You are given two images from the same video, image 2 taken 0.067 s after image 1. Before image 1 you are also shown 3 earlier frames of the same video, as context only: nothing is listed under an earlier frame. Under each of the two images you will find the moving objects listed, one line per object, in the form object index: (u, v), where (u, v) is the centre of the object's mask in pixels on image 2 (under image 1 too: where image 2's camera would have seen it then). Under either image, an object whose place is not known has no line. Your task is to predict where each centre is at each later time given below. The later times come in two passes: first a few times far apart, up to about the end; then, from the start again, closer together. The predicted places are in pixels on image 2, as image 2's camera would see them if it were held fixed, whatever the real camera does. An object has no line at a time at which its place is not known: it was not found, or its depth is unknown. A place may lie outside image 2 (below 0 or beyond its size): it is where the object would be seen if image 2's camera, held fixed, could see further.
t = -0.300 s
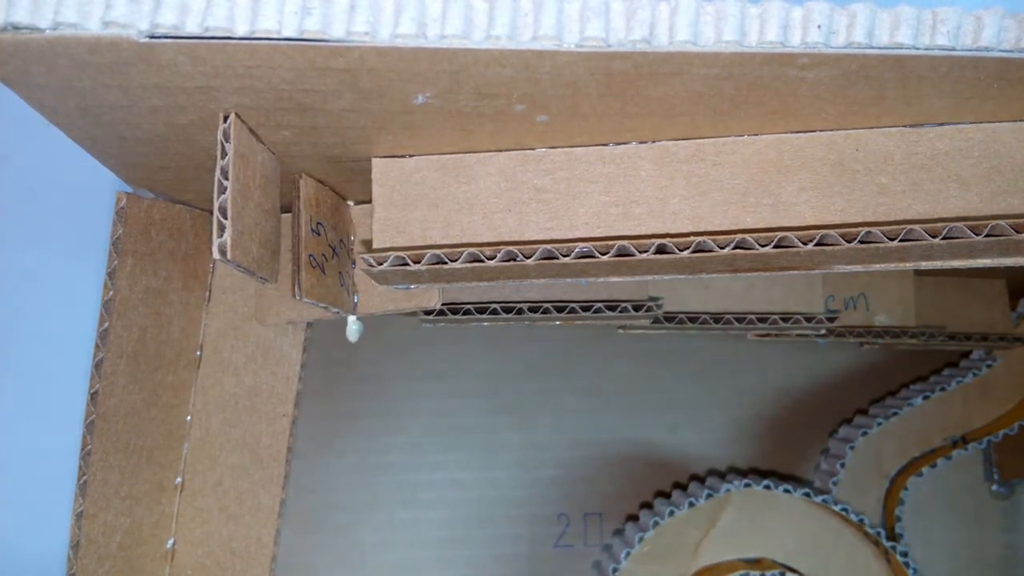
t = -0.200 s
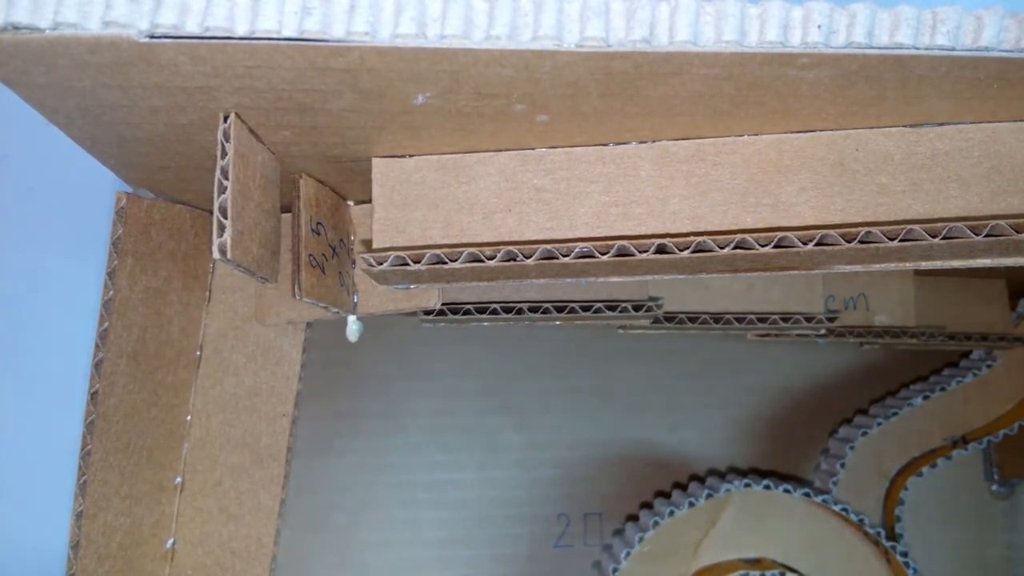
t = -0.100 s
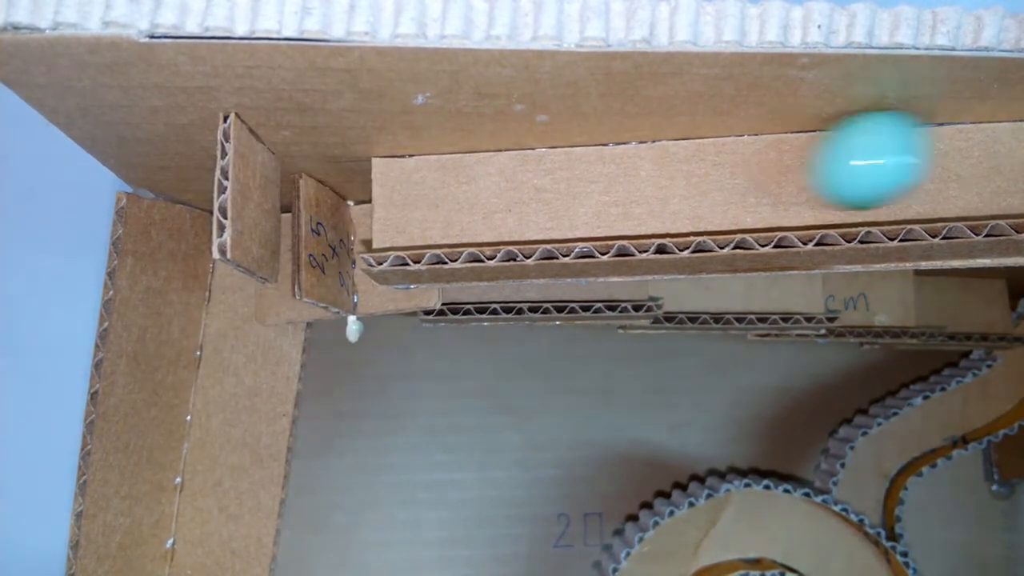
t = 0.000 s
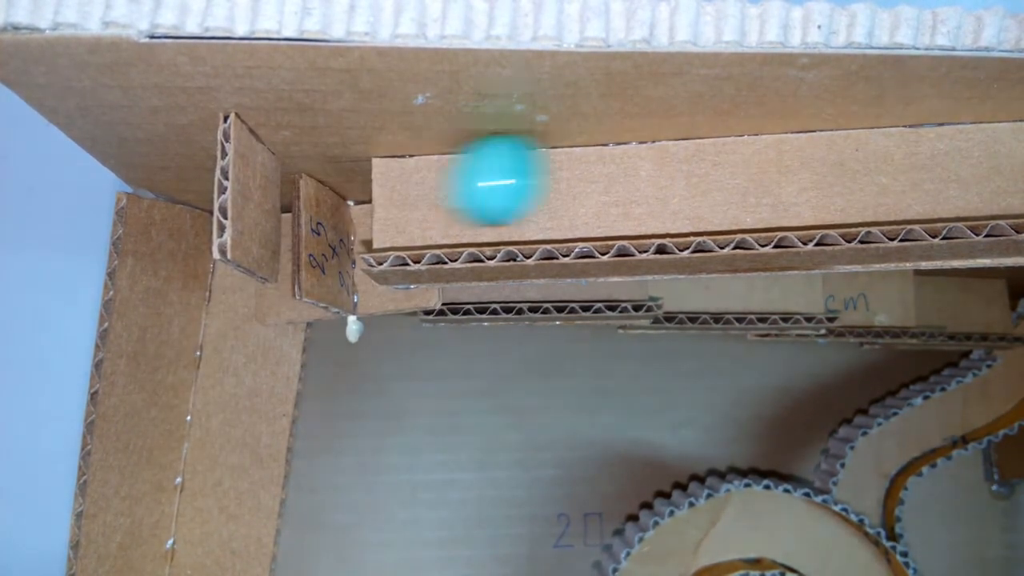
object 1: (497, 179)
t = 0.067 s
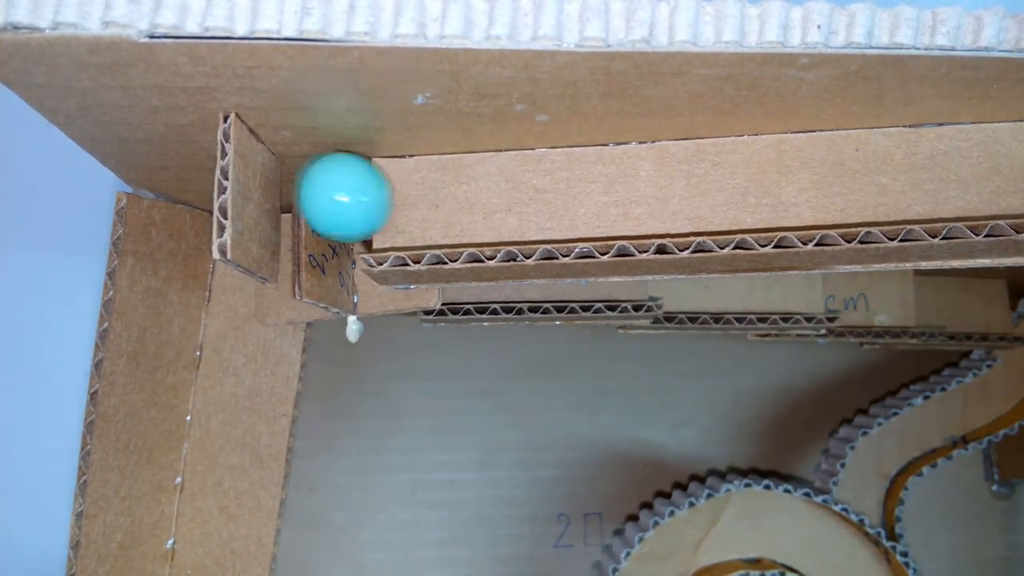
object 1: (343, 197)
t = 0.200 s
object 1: (384, 189)
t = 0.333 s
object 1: (328, 207)
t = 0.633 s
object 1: (831, 285)
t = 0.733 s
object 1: (993, 297)
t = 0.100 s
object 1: (361, 200)
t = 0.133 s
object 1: (379, 210)
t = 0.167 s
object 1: (385, 196)
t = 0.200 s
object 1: (384, 189)
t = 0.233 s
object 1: (375, 186)
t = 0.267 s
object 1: (359, 188)
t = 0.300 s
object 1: (335, 194)
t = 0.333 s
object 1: (328, 207)
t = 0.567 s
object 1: (721, 284)
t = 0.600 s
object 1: (764, 287)
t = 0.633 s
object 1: (831, 285)
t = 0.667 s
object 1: (882, 287)
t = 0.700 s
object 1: (907, 293)
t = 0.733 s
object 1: (993, 297)
